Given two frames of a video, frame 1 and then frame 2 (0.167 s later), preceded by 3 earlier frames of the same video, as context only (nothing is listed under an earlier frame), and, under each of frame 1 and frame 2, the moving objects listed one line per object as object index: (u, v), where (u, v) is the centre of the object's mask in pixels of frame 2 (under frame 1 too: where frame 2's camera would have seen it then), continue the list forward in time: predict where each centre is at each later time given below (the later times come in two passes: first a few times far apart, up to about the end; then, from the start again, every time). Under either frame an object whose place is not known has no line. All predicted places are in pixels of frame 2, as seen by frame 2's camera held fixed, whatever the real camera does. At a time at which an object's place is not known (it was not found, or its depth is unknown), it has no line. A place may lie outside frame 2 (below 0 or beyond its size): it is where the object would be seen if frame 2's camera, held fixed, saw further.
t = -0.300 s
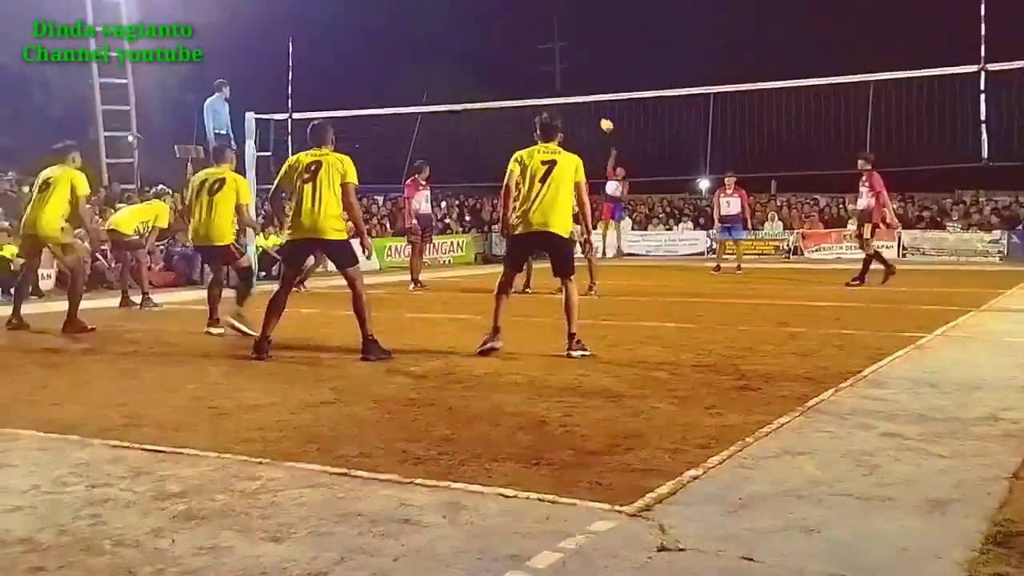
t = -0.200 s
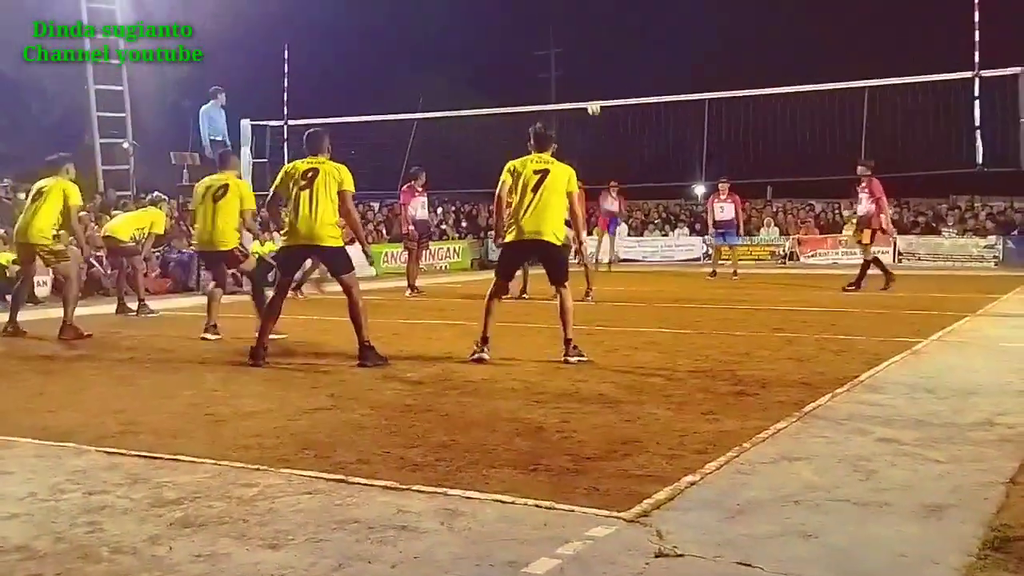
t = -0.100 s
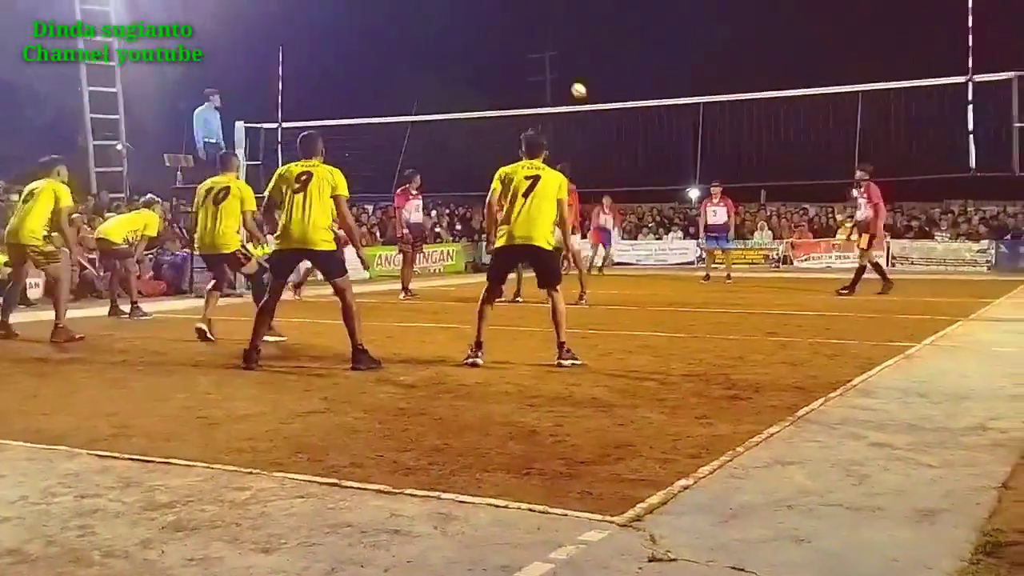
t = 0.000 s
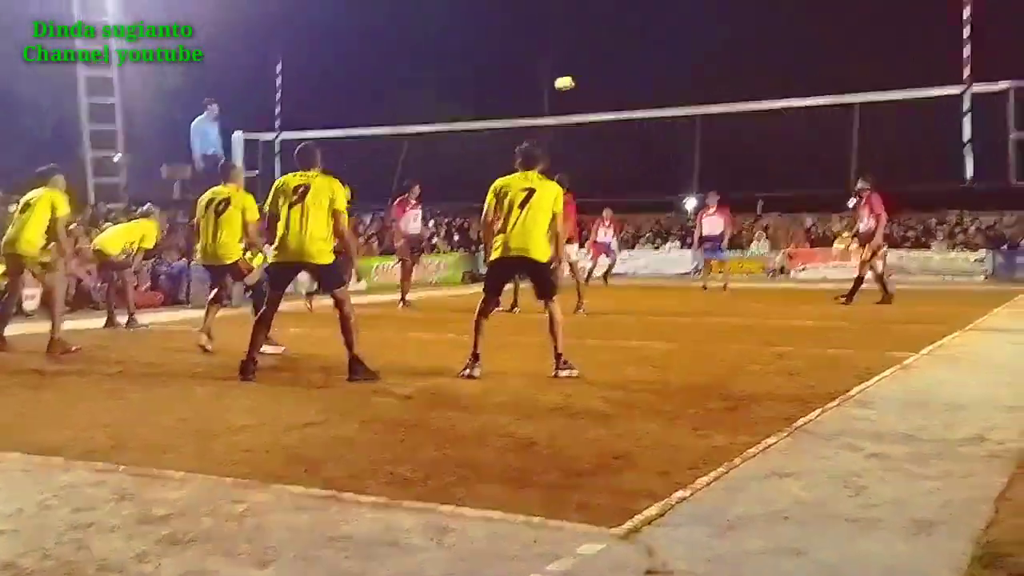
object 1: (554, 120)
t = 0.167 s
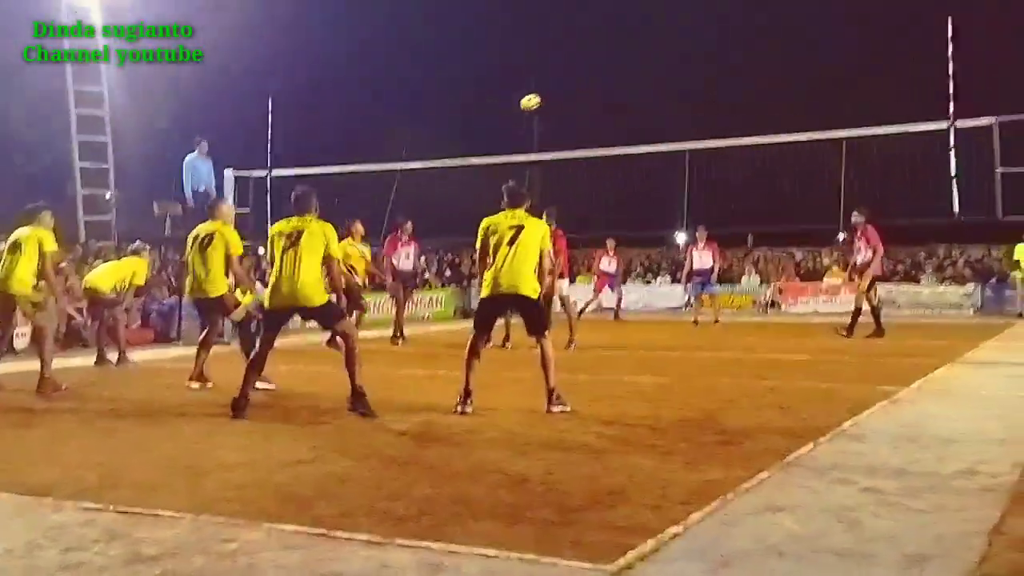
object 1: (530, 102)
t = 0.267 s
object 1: (512, 101)
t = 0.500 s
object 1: (457, 140)
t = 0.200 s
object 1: (524, 101)
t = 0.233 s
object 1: (518, 101)
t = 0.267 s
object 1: (512, 101)
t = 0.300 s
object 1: (506, 102)
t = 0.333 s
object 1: (498, 105)
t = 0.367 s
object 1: (491, 109)
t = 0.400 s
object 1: (483, 114)
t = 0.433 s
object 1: (475, 121)
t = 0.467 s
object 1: (466, 129)
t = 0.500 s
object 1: (457, 140)
